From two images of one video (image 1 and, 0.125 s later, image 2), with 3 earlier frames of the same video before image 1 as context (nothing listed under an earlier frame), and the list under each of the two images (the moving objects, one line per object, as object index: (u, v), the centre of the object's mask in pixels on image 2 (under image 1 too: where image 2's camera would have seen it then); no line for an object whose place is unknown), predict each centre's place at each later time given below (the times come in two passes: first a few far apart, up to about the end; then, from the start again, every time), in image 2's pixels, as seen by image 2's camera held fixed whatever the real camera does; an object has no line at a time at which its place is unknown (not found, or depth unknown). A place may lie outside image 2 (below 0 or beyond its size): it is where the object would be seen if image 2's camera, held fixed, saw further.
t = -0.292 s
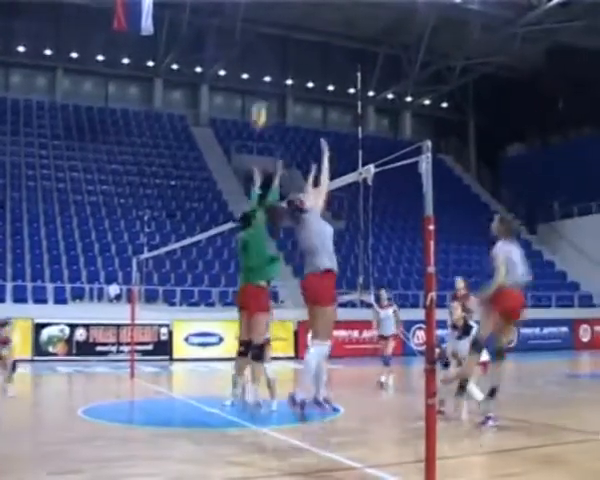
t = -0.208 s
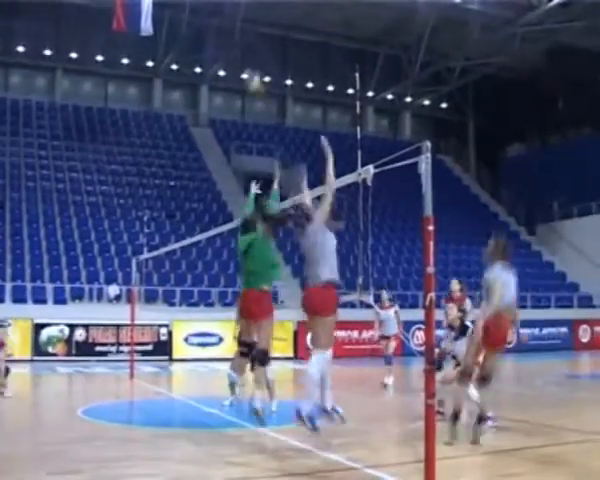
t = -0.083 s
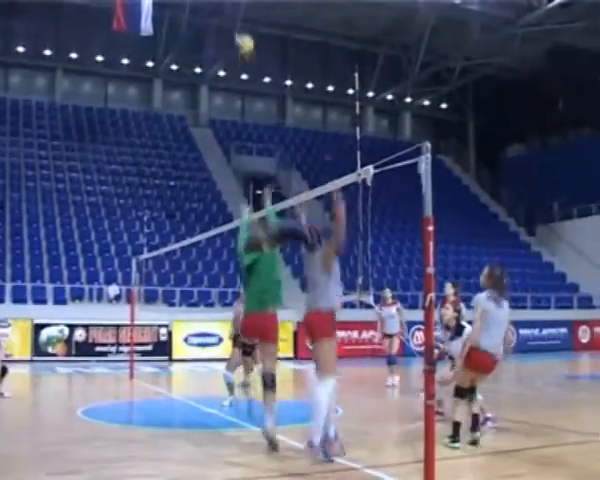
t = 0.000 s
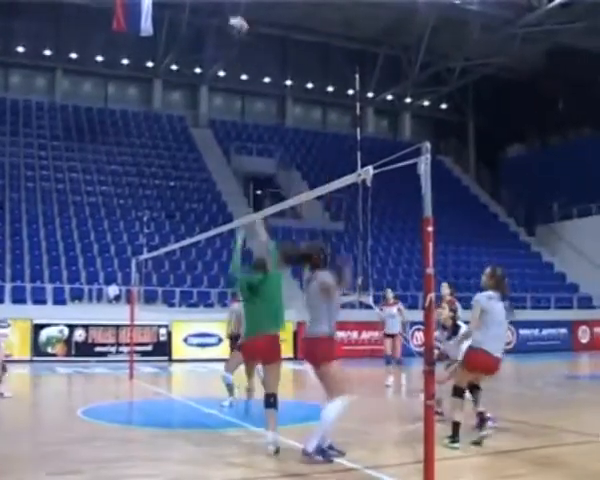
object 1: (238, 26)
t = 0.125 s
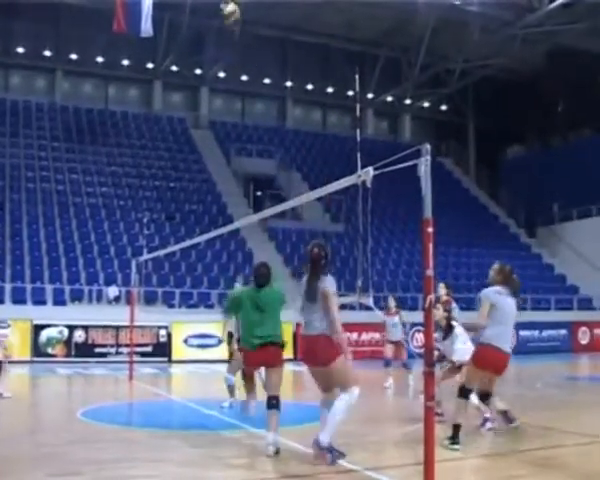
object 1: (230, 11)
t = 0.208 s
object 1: (222, 7)
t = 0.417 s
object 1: (205, 28)
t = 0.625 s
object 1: (190, 84)
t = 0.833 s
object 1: (176, 176)
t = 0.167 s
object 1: (226, 6)
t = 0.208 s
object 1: (222, 7)
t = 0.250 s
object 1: (220, 7)
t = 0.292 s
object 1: (218, 10)
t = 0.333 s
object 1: (215, 10)
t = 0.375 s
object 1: (210, 16)
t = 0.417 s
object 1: (205, 28)
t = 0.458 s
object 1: (202, 37)
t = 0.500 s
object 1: (199, 46)
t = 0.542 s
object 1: (196, 59)
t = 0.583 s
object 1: (193, 71)
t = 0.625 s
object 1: (190, 84)
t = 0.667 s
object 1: (187, 99)
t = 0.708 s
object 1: (185, 118)
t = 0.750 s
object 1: (182, 136)
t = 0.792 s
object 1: (180, 155)
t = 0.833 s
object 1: (176, 176)
